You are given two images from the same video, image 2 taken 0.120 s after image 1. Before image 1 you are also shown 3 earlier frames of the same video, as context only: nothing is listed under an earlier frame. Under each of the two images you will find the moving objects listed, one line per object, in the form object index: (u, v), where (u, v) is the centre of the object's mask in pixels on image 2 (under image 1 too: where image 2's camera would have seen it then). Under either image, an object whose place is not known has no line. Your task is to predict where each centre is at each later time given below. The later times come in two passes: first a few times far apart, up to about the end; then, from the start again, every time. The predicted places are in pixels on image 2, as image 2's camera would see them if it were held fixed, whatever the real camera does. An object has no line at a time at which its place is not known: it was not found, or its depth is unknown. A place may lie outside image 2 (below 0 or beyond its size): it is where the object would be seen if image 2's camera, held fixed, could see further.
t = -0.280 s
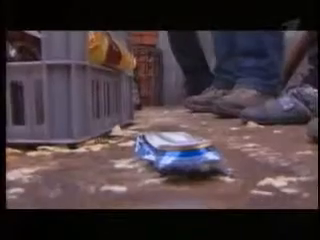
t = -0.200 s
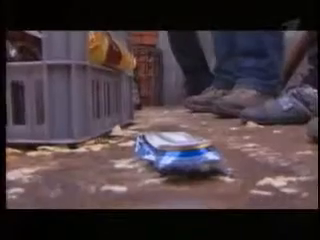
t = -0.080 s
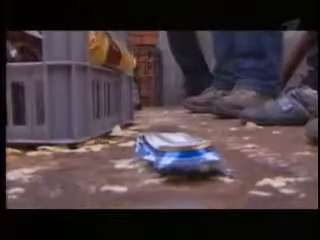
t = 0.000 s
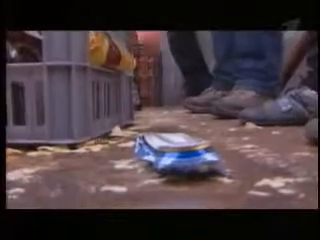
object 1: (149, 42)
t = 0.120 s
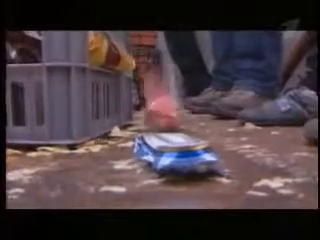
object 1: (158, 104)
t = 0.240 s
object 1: (180, 113)
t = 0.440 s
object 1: (207, 119)
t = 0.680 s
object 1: (228, 119)
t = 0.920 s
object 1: (237, 122)
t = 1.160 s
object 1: (237, 122)
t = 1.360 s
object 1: (240, 123)
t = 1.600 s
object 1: (240, 123)
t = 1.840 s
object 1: (241, 123)
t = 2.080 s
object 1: (240, 124)
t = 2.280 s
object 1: (240, 124)
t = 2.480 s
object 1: (240, 124)
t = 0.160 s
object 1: (167, 114)
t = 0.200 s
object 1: (173, 113)
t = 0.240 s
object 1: (180, 113)
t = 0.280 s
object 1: (187, 112)
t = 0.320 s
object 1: (190, 113)
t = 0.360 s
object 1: (195, 115)
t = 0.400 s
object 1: (202, 116)
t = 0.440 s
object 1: (207, 119)
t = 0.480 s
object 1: (213, 119)
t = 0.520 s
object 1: (216, 120)
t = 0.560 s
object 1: (219, 122)
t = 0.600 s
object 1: (221, 119)
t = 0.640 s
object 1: (225, 119)
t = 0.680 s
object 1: (228, 119)
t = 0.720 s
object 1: (231, 119)
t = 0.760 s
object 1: (233, 120)
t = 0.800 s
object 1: (235, 121)
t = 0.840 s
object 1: (236, 121)
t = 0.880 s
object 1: (236, 122)
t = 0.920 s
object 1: (237, 122)
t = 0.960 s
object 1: (237, 122)
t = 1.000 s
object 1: (237, 122)
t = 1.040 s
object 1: (236, 122)
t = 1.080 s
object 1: (237, 121)
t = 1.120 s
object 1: (237, 122)
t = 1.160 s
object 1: (237, 122)
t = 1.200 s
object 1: (237, 123)
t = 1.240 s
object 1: (238, 123)
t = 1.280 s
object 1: (239, 123)
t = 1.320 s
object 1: (239, 123)
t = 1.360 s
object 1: (240, 123)
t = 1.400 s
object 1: (240, 123)
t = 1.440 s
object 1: (240, 123)
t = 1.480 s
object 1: (240, 123)
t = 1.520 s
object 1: (240, 123)
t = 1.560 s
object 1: (240, 123)
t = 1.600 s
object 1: (240, 123)
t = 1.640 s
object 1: (240, 123)
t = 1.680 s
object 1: (240, 123)
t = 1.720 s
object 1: (240, 123)
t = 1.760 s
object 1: (240, 123)
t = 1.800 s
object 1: (240, 123)
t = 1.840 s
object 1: (241, 123)
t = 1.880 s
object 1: (241, 124)
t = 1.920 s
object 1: (240, 124)
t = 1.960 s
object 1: (240, 124)
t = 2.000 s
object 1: (240, 124)
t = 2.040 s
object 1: (240, 124)
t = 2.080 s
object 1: (240, 124)
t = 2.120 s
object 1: (240, 124)
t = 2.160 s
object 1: (240, 124)
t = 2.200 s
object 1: (240, 124)
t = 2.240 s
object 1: (240, 124)
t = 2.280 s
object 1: (240, 124)
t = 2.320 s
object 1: (240, 124)
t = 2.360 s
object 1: (240, 124)
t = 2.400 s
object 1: (240, 124)
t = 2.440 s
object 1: (240, 124)
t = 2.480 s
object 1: (240, 124)
